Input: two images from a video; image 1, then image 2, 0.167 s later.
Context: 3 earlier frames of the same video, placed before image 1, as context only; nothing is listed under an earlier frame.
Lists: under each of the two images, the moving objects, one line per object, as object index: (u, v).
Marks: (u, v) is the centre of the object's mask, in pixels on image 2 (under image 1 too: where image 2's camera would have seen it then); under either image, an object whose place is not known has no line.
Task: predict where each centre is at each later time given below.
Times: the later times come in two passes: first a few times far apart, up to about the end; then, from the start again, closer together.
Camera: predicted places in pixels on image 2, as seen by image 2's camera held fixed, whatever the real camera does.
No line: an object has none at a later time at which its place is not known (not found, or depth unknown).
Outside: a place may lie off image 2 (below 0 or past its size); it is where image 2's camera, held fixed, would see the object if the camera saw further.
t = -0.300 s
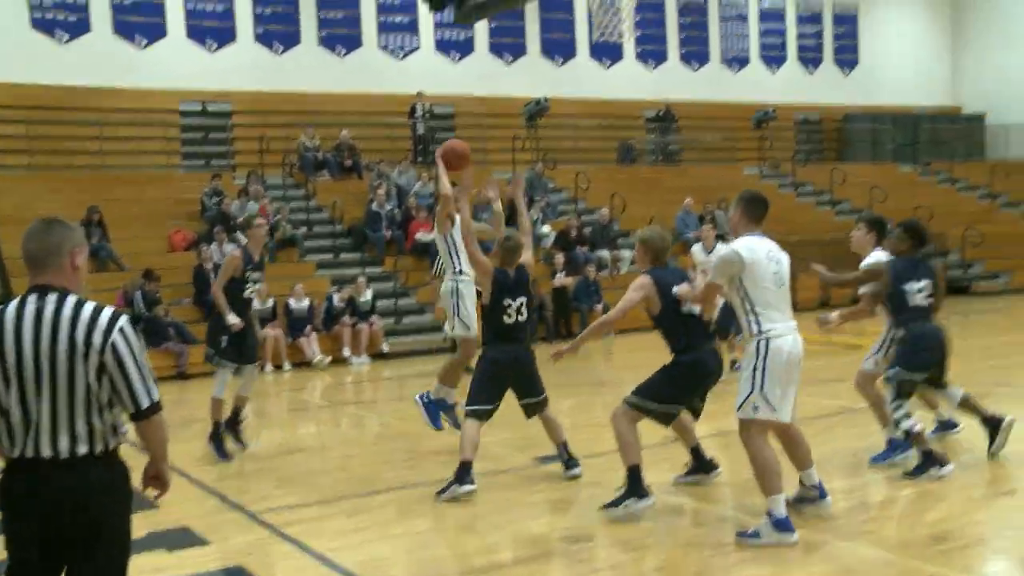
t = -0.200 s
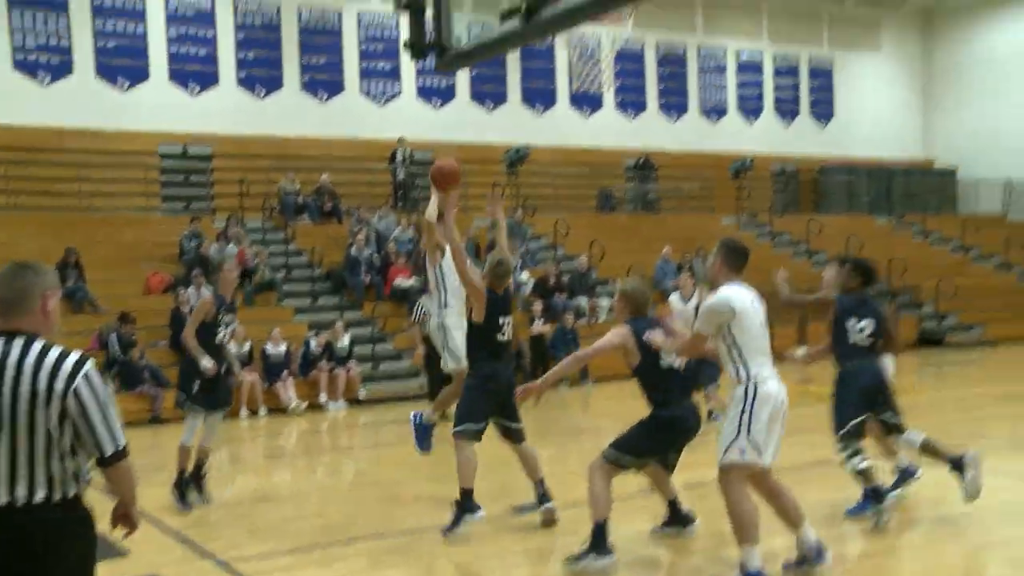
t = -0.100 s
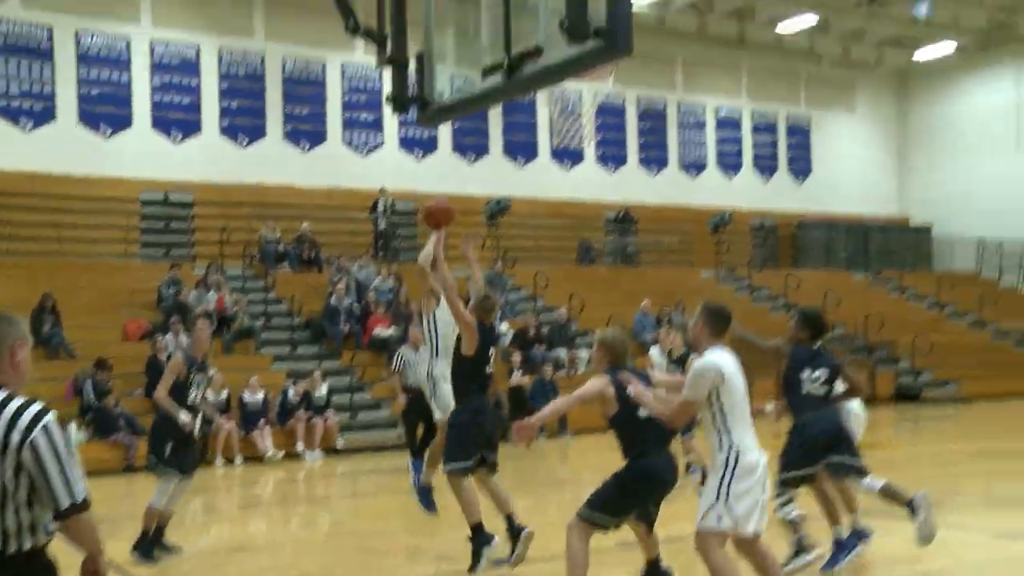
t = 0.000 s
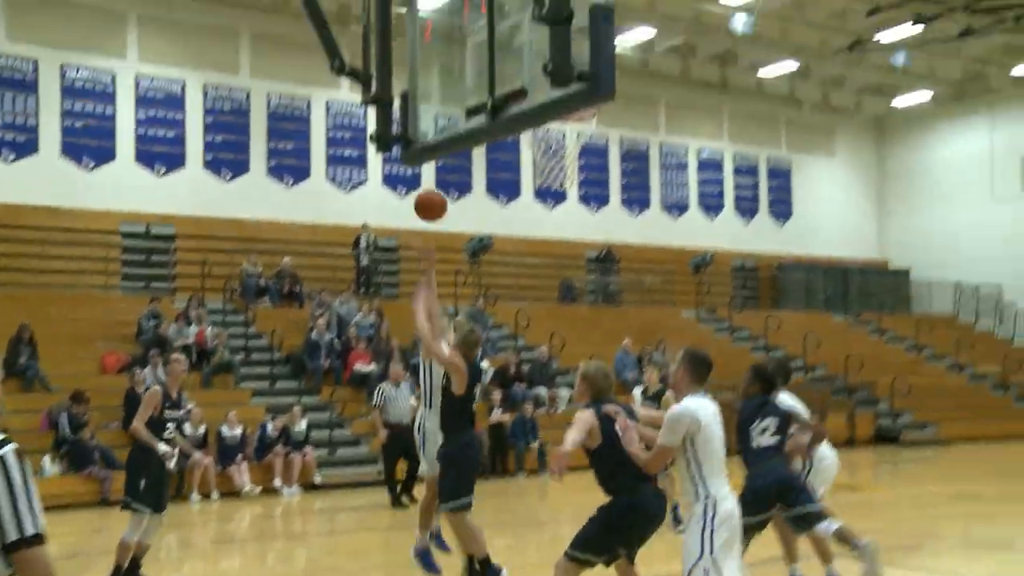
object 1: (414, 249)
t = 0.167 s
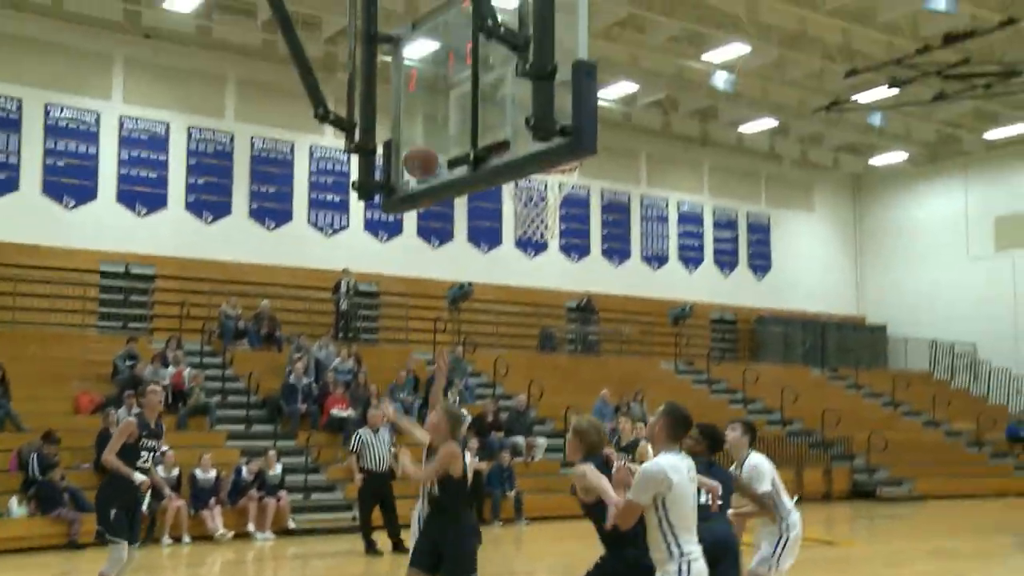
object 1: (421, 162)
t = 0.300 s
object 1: (428, 113)
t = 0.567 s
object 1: (450, 88)
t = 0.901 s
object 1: (563, 201)
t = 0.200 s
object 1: (423, 148)
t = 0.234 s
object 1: (425, 135)
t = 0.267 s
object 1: (427, 124)
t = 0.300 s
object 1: (428, 113)
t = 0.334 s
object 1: (430, 104)
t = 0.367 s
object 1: (432, 97)
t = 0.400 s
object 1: (434, 92)
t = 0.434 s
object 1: (438, 86)
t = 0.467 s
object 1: (439, 83)
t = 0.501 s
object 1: (441, 82)
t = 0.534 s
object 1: (446, 83)
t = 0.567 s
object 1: (450, 88)
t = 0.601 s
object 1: (469, 104)
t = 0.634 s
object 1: (482, 112)
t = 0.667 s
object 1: (490, 123)
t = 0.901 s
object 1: (563, 201)
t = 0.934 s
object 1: (566, 199)
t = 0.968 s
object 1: (571, 213)
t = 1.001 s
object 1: (567, 211)
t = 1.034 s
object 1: (567, 212)
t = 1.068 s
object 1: (568, 216)
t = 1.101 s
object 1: (567, 221)
